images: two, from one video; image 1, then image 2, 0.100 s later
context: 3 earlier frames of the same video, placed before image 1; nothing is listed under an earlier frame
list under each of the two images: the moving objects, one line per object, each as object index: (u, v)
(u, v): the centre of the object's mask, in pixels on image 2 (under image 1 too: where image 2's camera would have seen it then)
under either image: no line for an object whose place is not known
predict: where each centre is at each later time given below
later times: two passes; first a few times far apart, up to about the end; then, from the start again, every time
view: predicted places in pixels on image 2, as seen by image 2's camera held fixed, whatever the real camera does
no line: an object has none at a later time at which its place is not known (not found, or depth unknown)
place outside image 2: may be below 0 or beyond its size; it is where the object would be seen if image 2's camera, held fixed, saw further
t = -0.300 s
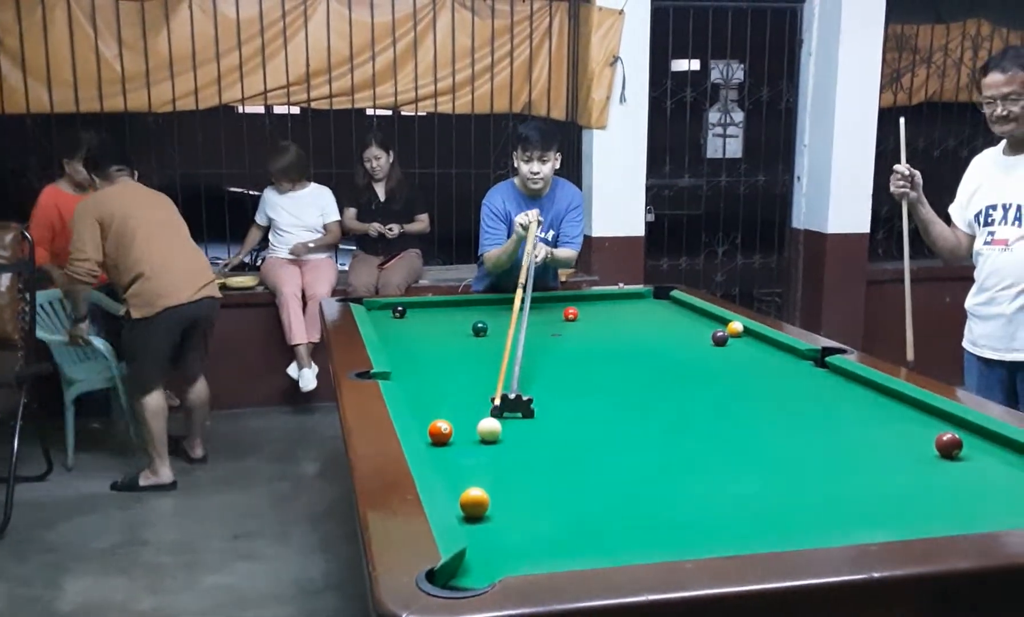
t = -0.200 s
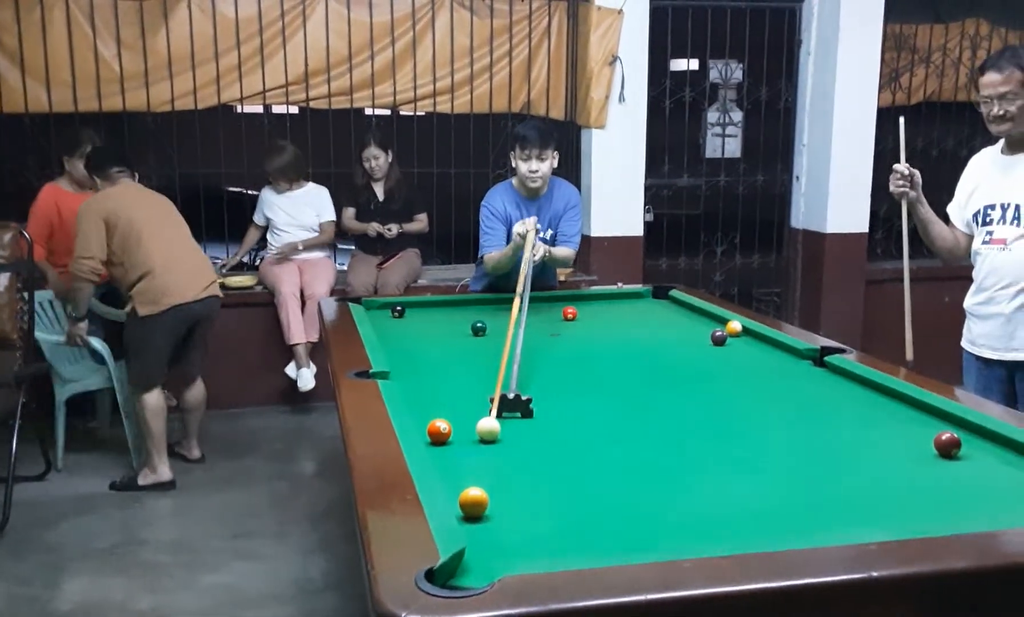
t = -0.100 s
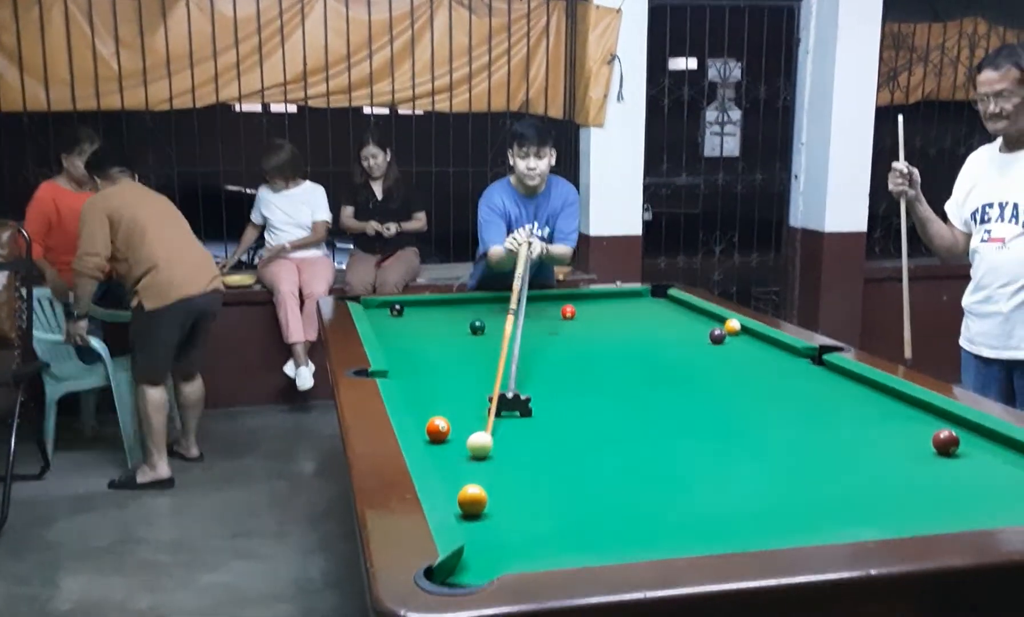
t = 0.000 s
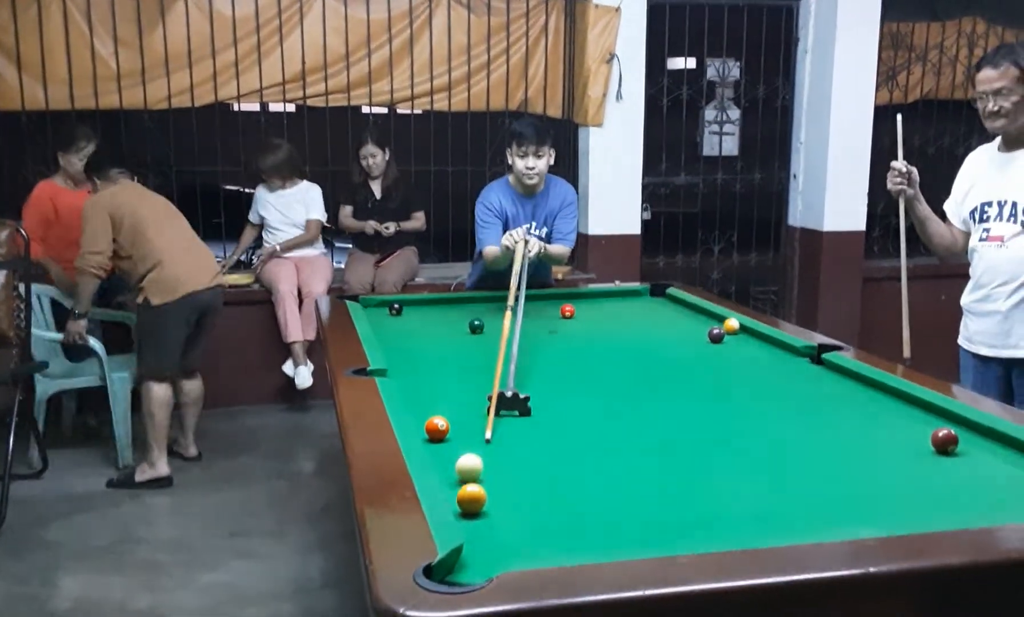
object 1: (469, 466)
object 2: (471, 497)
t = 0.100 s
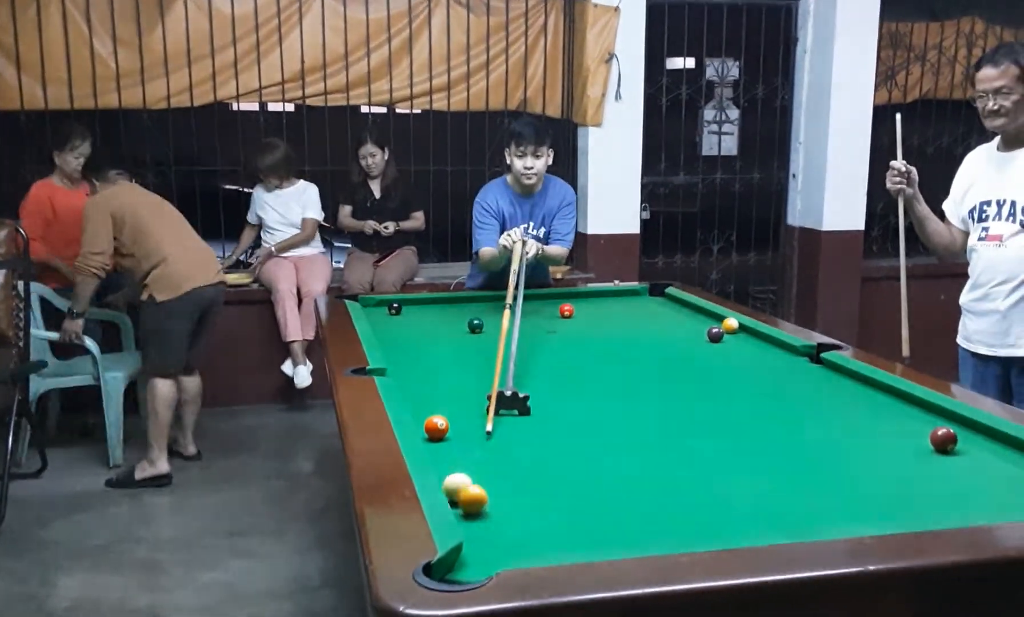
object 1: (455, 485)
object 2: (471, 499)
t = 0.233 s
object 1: (468, 490)
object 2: (489, 521)
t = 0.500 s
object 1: (501, 491)
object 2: (506, 553)
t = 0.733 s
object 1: (526, 492)
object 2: (485, 553)
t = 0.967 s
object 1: (548, 493)
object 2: (506, 553)
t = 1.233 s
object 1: (570, 494)
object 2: (528, 550)
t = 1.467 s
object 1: (586, 495)
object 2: (538, 547)
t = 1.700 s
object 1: (599, 496)
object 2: (546, 546)
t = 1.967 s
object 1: (610, 496)
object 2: (547, 547)
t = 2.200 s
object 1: (614, 497)
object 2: (545, 548)
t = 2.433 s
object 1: (616, 497)
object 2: (545, 548)
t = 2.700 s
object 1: (616, 497)
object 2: (545, 548)
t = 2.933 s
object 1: (618, 498)
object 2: (545, 548)
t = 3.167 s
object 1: (618, 498)
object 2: (545, 548)
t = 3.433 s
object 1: (618, 497)
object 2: (545, 547)
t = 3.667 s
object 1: (618, 498)
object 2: (545, 547)
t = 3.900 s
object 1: (618, 498)
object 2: (545, 548)
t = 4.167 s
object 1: (618, 498)
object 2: (545, 547)
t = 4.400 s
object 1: (618, 497)
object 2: (544, 548)
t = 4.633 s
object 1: (617, 497)
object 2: (544, 548)
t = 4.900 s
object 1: (618, 497)
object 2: (544, 547)
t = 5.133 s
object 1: (618, 497)
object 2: (544, 547)
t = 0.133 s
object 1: (456, 487)
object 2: (477, 506)
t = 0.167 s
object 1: (460, 488)
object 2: (481, 510)
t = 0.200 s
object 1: (464, 489)
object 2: (485, 516)
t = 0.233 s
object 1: (468, 490)
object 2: (489, 521)
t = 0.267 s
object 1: (473, 490)
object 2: (493, 527)
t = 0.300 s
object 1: (477, 490)
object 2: (497, 532)
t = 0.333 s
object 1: (481, 490)
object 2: (502, 537)
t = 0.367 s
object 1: (485, 490)
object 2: (506, 543)
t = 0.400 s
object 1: (489, 491)
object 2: (510, 548)
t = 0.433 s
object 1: (493, 491)
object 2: (514, 551)
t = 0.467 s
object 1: (497, 491)
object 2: (514, 552)
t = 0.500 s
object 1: (501, 491)
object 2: (506, 553)
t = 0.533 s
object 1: (505, 492)
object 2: (499, 555)
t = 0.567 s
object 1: (508, 492)
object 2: (492, 555)
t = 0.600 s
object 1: (512, 492)
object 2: (484, 553)
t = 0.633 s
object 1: (515, 492)
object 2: (477, 552)
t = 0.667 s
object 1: (519, 492)
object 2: (477, 551)
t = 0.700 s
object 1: (522, 492)
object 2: (481, 552)
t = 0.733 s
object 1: (526, 492)
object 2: (485, 553)
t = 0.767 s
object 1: (529, 492)
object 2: (488, 554)
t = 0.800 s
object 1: (533, 493)
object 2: (491, 554)
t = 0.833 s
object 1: (536, 493)
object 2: (494, 554)
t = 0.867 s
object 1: (539, 493)
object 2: (497, 554)
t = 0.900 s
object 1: (542, 493)
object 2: (500, 553)
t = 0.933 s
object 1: (545, 493)
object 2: (503, 553)
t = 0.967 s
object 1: (548, 493)
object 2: (506, 553)
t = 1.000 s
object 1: (551, 493)
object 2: (509, 552)
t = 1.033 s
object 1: (554, 493)
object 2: (512, 552)
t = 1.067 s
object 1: (557, 493)
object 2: (514, 551)
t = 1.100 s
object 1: (560, 494)
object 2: (517, 551)
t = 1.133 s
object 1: (563, 494)
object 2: (520, 551)
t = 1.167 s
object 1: (565, 494)
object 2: (523, 550)
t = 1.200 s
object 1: (568, 494)
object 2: (526, 550)
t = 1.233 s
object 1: (570, 494)
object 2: (528, 550)
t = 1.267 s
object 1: (572, 495)
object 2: (531, 549)
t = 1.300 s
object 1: (575, 495)
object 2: (532, 549)
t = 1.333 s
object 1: (578, 495)
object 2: (534, 549)
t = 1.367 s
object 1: (580, 495)
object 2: (535, 548)
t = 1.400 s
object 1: (582, 495)
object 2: (536, 548)
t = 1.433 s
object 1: (584, 495)
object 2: (537, 548)
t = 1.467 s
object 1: (586, 495)
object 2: (538, 547)
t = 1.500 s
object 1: (588, 495)
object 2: (539, 547)
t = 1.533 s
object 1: (590, 495)
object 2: (541, 547)
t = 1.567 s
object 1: (593, 495)
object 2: (542, 547)
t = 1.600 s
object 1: (595, 495)
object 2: (543, 546)
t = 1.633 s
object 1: (596, 495)
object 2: (544, 546)
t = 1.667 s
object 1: (597, 496)
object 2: (545, 546)
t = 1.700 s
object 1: (599, 496)
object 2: (546, 546)
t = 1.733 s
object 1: (601, 496)
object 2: (546, 546)
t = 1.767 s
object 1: (602, 496)
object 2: (546, 547)
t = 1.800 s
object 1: (604, 496)
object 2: (547, 547)
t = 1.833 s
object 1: (605, 496)
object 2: (548, 547)
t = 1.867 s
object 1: (606, 496)
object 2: (547, 547)
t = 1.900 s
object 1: (608, 496)
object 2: (547, 547)
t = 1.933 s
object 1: (608, 496)
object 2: (547, 547)
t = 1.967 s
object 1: (610, 496)
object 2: (547, 547)
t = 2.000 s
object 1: (611, 497)
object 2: (547, 547)
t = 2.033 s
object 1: (612, 497)
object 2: (547, 547)
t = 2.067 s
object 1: (612, 497)
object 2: (546, 547)
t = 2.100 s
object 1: (613, 497)
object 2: (546, 547)
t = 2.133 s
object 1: (613, 497)
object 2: (545, 547)
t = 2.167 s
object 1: (614, 497)
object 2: (545, 547)
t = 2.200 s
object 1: (614, 497)
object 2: (545, 548)
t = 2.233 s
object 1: (614, 497)
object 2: (545, 548)
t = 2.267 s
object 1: (615, 497)
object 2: (545, 548)
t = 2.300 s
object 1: (615, 497)
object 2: (545, 548)
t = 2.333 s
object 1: (615, 497)
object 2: (545, 548)
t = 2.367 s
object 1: (615, 497)
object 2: (545, 548)
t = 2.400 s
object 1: (615, 497)
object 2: (545, 548)
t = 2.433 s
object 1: (616, 497)
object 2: (545, 548)
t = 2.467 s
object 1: (616, 497)
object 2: (545, 548)
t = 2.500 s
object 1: (616, 497)
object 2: (545, 548)
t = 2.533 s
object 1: (615, 498)
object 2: (545, 548)
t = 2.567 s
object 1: (615, 498)
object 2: (545, 548)
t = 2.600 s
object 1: (615, 498)
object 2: (545, 548)
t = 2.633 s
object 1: (615, 498)
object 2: (544, 548)
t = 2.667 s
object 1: (616, 498)
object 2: (545, 548)
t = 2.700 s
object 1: (616, 497)
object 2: (545, 548)
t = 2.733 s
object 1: (616, 498)
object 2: (545, 548)
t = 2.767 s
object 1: (617, 498)
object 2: (545, 548)
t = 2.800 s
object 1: (617, 498)
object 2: (545, 548)
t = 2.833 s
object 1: (617, 498)
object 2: (545, 548)
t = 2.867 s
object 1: (618, 498)
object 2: (545, 548)
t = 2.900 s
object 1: (618, 498)
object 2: (545, 548)
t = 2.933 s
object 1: (618, 498)
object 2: (545, 548)
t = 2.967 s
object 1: (618, 498)
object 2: (545, 548)
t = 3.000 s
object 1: (618, 498)
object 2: (545, 548)
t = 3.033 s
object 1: (618, 498)
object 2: (545, 548)
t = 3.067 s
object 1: (618, 498)
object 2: (545, 548)
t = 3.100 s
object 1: (618, 498)
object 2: (545, 548)
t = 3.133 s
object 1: (618, 498)
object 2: (545, 548)
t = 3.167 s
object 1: (618, 498)
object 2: (545, 548)
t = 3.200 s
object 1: (618, 497)
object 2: (545, 548)
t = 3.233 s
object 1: (618, 497)
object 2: (545, 548)
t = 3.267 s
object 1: (618, 497)
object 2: (545, 548)
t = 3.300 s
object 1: (618, 497)
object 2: (545, 548)
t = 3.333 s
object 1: (618, 498)
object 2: (545, 548)
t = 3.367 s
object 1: (618, 498)
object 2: (545, 548)
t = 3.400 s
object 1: (618, 498)
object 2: (545, 547)
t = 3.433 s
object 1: (618, 497)
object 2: (545, 547)
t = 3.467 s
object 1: (618, 498)
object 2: (545, 547)
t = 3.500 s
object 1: (618, 498)
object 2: (545, 547)
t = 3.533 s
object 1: (618, 498)
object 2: (545, 547)
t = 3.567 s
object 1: (618, 497)
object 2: (545, 547)
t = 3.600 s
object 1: (618, 498)
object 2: (545, 547)
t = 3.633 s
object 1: (618, 498)
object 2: (545, 547)
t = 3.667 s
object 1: (618, 498)
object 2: (545, 547)
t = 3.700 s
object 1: (618, 498)
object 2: (545, 547)
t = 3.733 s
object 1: (618, 498)
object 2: (545, 547)
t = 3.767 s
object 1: (618, 498)
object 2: (545, 548)
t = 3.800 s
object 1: (618, 498)
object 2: (545, 547)
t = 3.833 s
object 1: (618, 498)
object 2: (545, 547)
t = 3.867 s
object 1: (618, 498)
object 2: (545, 547)
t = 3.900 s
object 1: (618, 498)
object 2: (545, 548)
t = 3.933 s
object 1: (618, 498)
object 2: (545, 548)
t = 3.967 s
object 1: (618, 498)
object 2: (545, 548)
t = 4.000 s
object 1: (618, 498)
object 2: (545, 548)
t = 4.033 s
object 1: (618, 498)
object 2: (545, 548)
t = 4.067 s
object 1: (618, 498)
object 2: (545, 548)
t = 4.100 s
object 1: (618, 498)
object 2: (545, 548)
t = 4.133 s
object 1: (618, 498)
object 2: (544, 548)
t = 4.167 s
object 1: (618, 498)
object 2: (545, 547)
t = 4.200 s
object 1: (618, 498)
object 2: (545, 547)
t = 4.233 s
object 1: (618, 498)
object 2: (545, 548)
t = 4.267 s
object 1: (618, 498)
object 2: (545, 548)
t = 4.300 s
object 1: (618, 498)
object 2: (544, 548)
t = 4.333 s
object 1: (618, 498)
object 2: (545, 548)
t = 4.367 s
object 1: (618, 498)
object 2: (544, 548)
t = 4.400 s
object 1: (618, 497)
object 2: (544, 548)
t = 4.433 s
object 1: (619, 497)
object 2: (545, 547)
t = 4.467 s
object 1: (619, 496)
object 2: (545, 547)
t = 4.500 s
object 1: (619, 496)
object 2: (545, 547)
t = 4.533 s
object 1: (619, 497)
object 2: (545, 547)
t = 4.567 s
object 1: (618, 497)
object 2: (544, 547)
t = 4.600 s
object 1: (618, 497)
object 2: (544, 547)
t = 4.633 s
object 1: (617, 497)
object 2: (544, 548)
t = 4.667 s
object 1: (617, 498)
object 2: (544, 548)
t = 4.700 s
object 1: (616, 498)
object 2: (543, 547)
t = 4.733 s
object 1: (617, 497)
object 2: (544, 547)
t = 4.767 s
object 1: (617, 497)
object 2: (544, 547)
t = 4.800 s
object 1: (618, 497)
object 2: (544, 547)
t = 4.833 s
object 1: (618, 497)
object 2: (544, 547)
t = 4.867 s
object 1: (618, 497)
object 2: (544, 547)
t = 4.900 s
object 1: (618, 497)
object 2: (544, 547)
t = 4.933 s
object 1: (618, 497)
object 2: (544, 547)
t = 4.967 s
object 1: (618, 497)
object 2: (544, 547)
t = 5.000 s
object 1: (618, 497)
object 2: (544, 547)
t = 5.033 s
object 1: (618, 497)
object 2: (544, 547)
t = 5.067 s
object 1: (618, 497)
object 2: (544, 547)
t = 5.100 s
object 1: (618, 497)
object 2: (544, 547)
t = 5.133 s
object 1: (618, 497)
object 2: (544, 547)
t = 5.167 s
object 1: (618, 497)
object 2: (544, 547)
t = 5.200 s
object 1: (618, 497)
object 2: (544, 547)
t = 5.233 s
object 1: (618, 497)
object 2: (544, 547)
